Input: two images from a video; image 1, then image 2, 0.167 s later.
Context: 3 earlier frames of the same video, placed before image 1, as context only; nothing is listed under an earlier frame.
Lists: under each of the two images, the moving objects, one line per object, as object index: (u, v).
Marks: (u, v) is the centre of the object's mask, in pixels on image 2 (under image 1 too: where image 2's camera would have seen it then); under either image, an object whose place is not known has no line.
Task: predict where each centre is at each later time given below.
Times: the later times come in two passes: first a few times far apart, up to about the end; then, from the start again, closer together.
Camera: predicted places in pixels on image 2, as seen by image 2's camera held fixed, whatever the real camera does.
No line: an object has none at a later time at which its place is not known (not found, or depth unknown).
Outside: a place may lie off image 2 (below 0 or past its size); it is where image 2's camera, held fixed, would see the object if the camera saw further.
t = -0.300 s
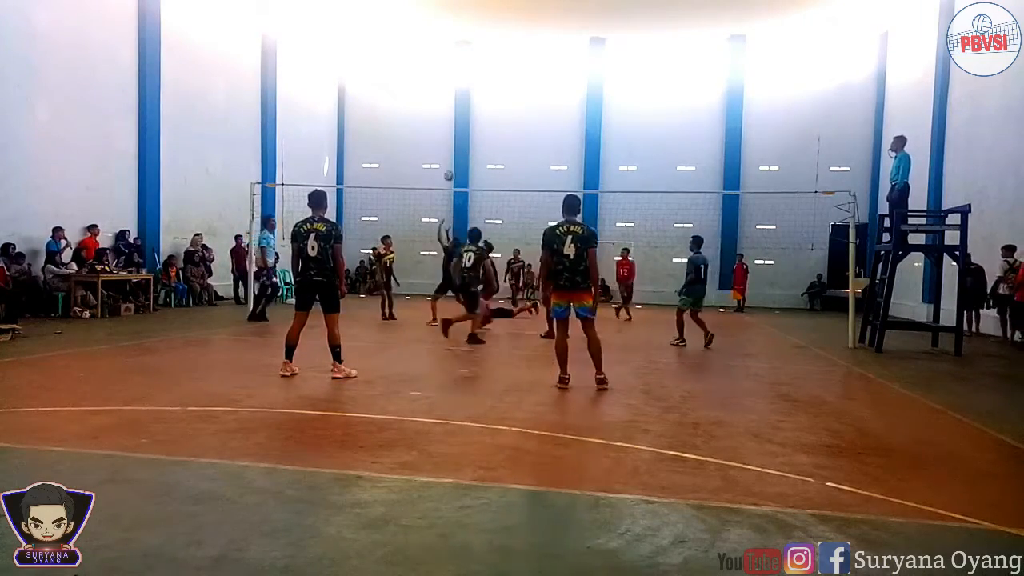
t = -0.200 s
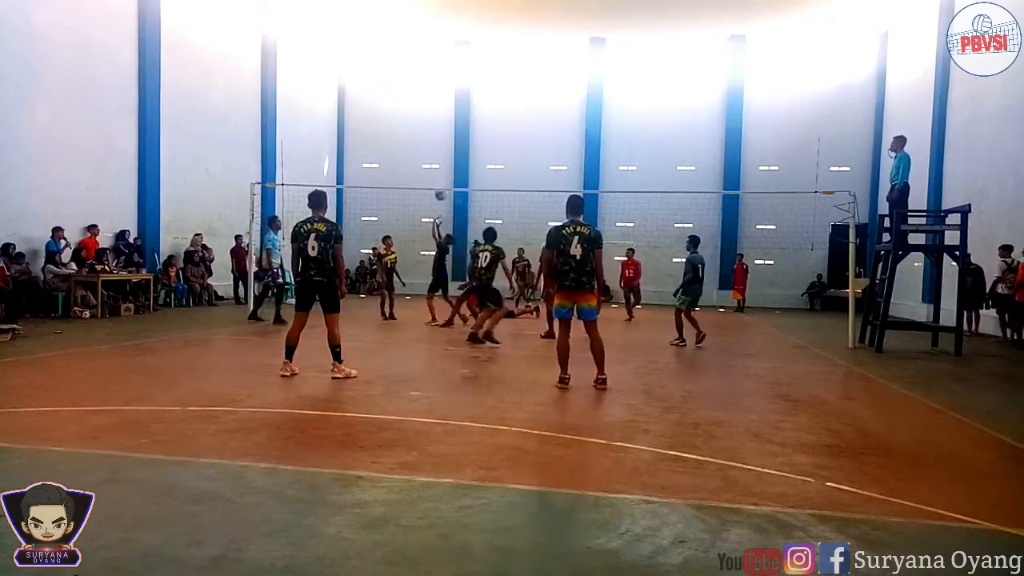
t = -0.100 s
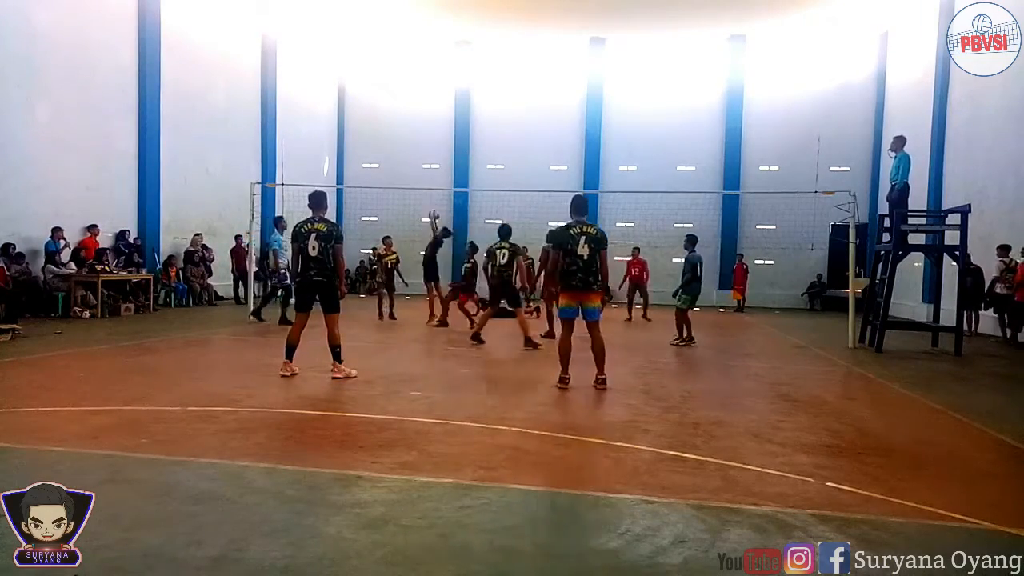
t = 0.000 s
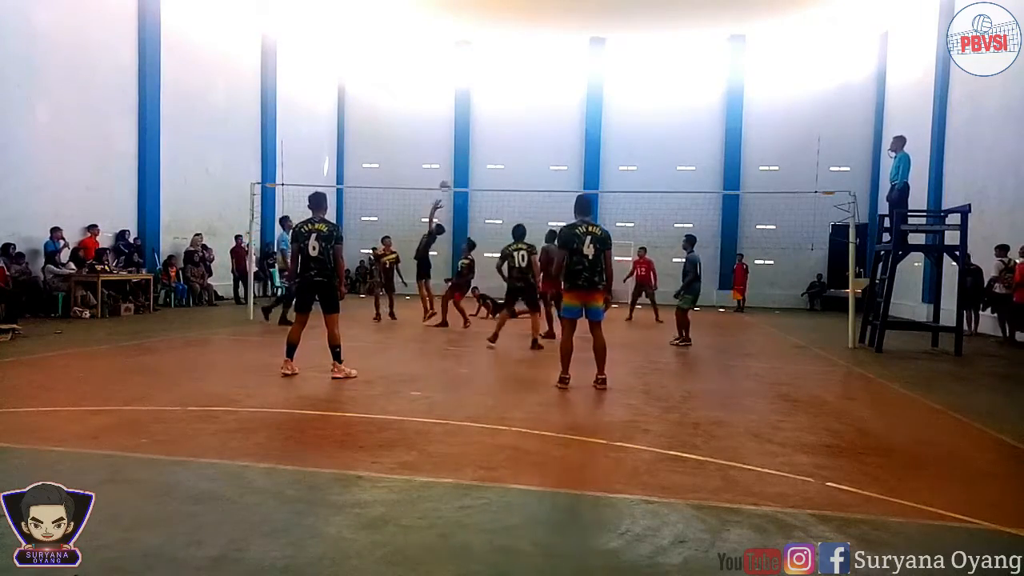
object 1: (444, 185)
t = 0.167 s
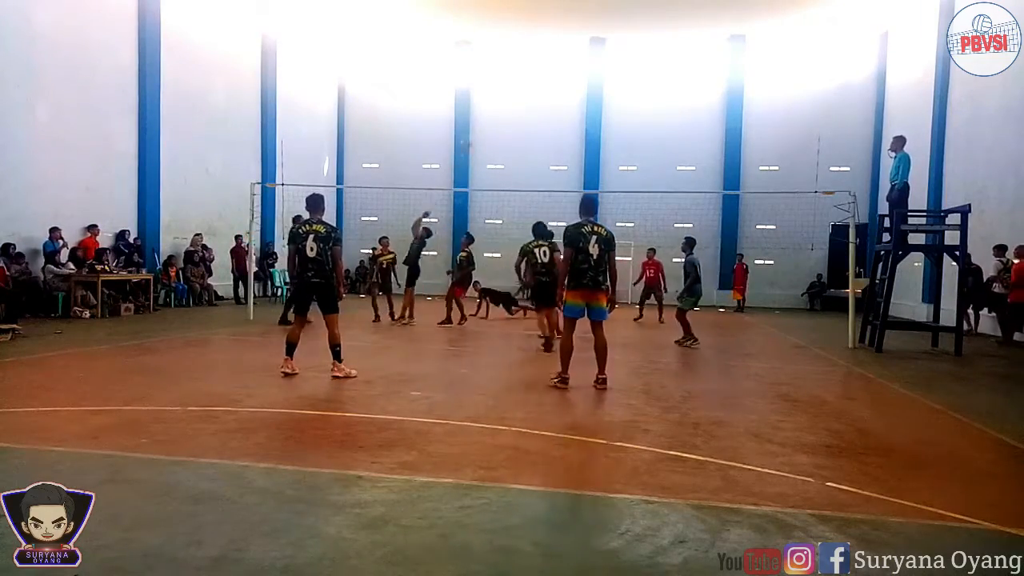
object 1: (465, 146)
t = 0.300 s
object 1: (482, 120)
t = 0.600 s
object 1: (517, 105)
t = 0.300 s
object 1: (482, 120)
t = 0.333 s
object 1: (486, 116)
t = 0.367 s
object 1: (490, 113)
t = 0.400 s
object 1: (494, 110)
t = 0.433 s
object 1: (498, 108)
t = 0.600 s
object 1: (517, 105)
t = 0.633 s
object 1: (520, 107)
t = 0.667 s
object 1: (524, 109)
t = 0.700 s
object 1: (528, 112)
